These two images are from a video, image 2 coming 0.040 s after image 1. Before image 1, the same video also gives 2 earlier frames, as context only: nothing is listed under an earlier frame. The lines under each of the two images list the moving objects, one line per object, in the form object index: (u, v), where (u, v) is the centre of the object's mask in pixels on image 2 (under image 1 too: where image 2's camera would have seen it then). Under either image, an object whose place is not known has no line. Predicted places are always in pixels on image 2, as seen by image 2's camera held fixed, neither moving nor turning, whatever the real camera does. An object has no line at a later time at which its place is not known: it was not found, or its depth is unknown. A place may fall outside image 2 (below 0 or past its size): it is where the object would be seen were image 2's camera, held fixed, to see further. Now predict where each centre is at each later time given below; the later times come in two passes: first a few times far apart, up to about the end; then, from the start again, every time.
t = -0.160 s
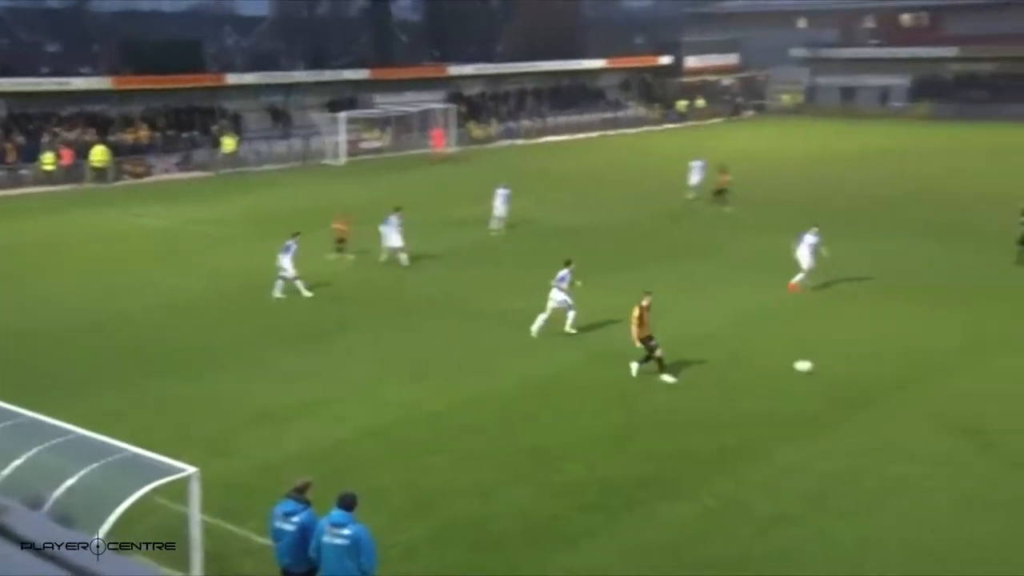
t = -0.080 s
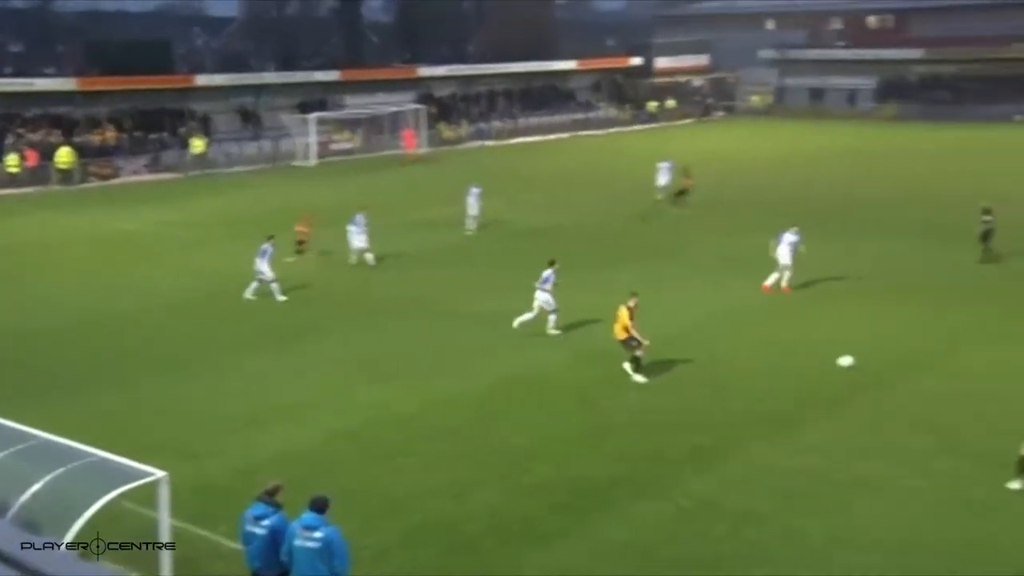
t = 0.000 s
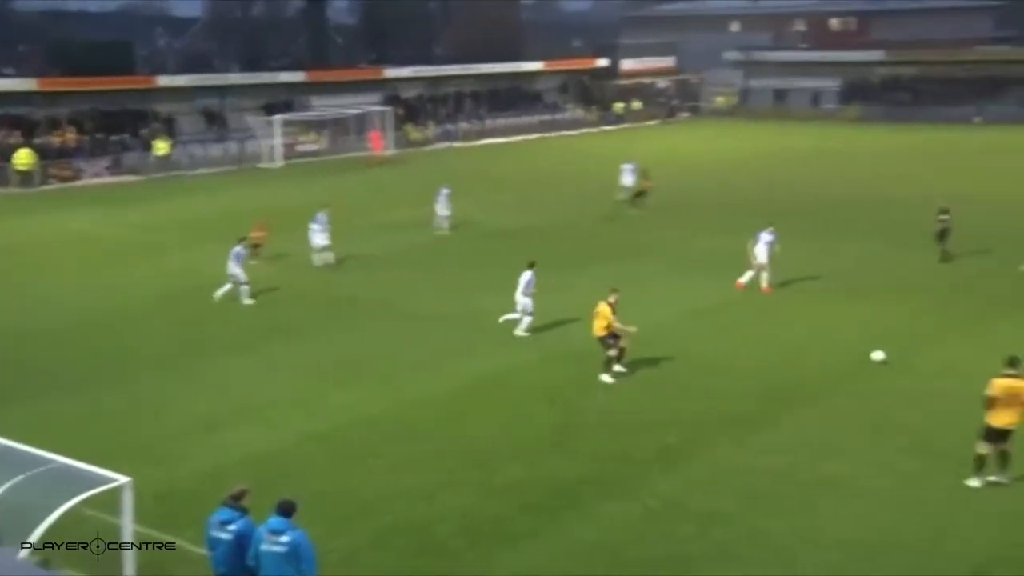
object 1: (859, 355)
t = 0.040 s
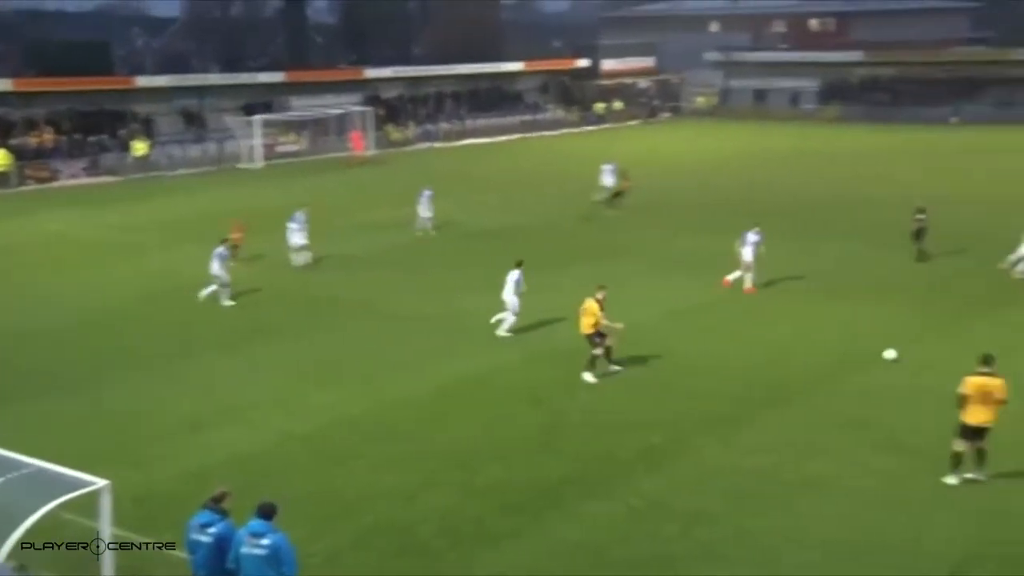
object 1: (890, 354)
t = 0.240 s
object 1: (1037, 345)
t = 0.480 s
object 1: (1179, 334)
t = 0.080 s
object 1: (922, 353)
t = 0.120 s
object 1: (952, 350)
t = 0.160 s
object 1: (981, 347)
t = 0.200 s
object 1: (1010, 346)
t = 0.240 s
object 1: (1037, 345)
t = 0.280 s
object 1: (1062, 344)
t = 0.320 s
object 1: (1087, 340)
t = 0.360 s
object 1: (1112, 338)
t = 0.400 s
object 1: (1135, 335)
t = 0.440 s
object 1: (1158, 335)
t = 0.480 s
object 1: (1179, 334)
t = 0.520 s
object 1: (1201, 330)
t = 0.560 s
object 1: (1222, 328)
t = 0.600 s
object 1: (1243, 327)
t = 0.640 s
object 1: (1262, 326)
